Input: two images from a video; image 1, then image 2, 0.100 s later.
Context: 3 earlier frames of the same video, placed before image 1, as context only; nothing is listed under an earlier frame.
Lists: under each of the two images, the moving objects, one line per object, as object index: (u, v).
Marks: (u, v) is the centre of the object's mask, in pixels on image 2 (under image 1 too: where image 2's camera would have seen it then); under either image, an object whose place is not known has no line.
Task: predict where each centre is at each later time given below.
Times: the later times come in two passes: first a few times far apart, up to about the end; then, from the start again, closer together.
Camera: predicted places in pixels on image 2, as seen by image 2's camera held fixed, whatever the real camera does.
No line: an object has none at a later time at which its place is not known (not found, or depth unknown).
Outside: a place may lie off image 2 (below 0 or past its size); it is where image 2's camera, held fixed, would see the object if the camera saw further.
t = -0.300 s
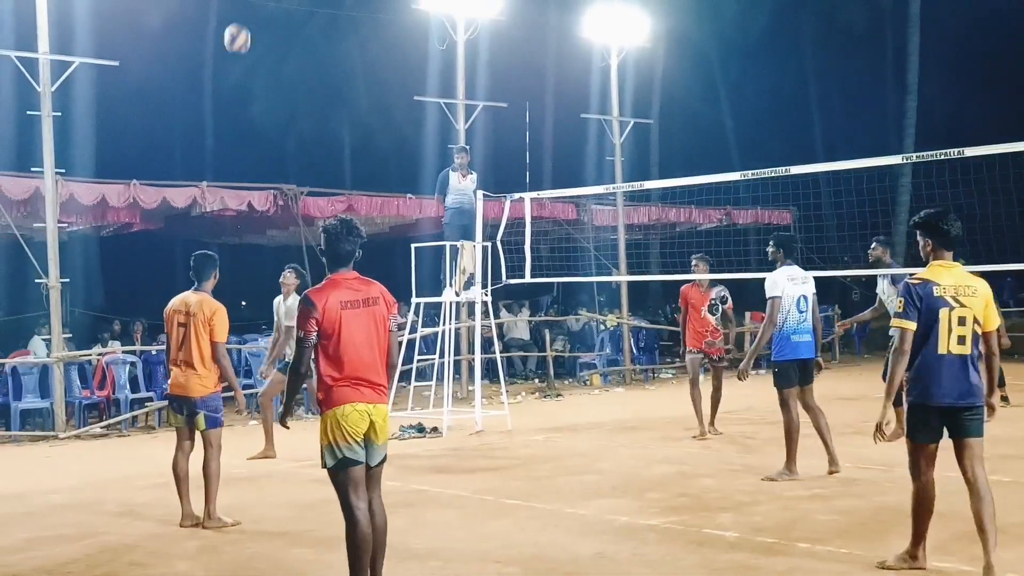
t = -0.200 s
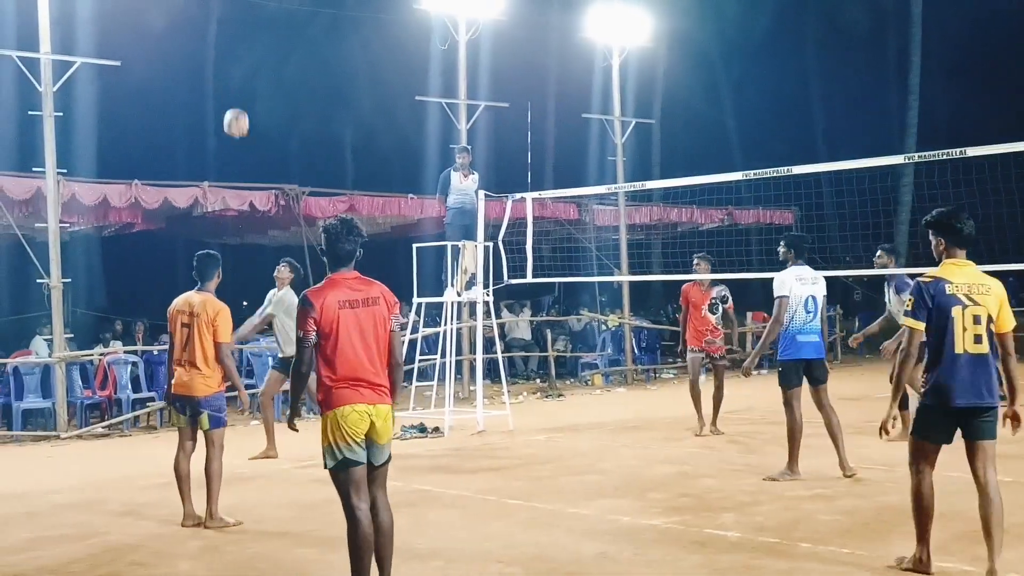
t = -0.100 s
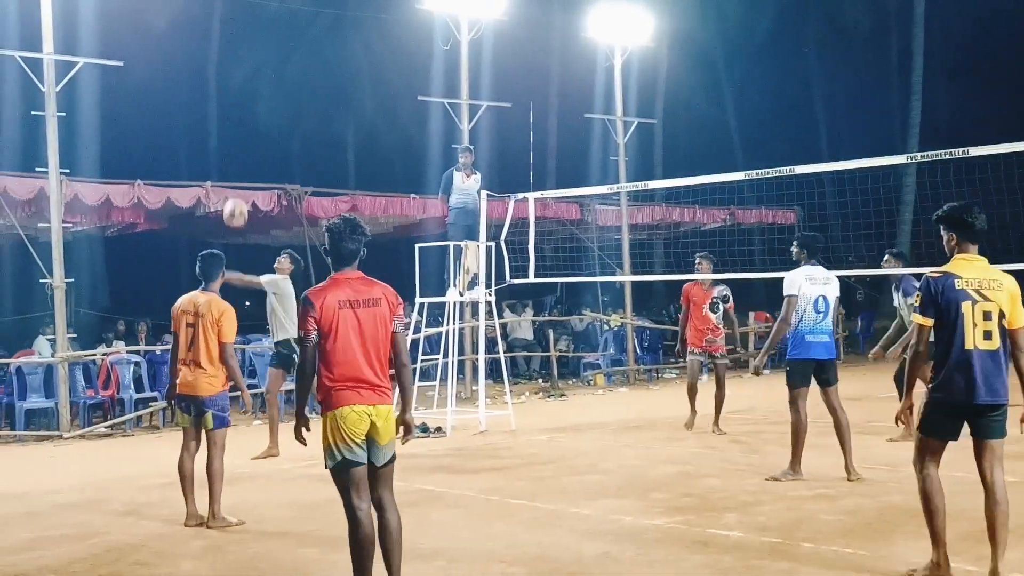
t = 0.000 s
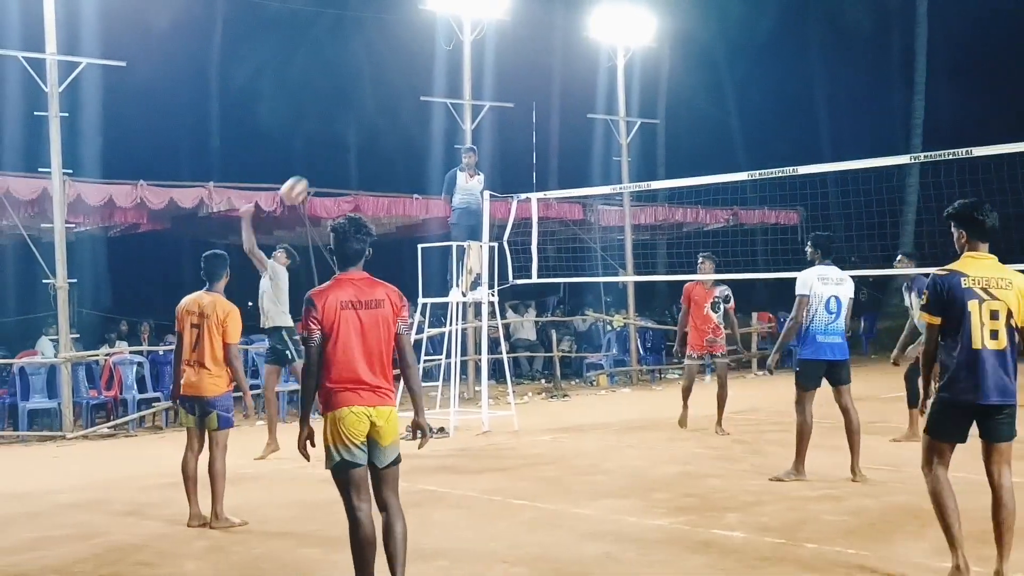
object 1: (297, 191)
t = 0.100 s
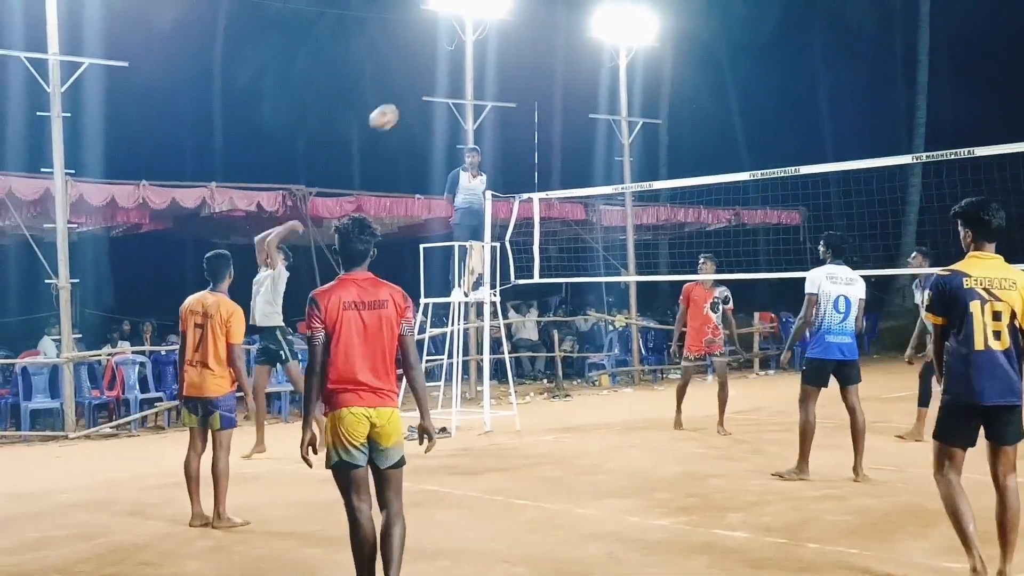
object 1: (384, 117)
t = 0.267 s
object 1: (522, 28)
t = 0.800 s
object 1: (900, -16)
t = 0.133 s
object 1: (411, 96)
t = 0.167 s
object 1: (439, 77)
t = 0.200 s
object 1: (467, 59)
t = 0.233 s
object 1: (495, 42)
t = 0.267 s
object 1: (522, 28)
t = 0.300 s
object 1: (548, 15)
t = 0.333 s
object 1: (574, 6)
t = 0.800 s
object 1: (900, -16)
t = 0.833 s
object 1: (924, -13)
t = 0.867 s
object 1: (945, -10)
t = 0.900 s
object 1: (967, -1)
